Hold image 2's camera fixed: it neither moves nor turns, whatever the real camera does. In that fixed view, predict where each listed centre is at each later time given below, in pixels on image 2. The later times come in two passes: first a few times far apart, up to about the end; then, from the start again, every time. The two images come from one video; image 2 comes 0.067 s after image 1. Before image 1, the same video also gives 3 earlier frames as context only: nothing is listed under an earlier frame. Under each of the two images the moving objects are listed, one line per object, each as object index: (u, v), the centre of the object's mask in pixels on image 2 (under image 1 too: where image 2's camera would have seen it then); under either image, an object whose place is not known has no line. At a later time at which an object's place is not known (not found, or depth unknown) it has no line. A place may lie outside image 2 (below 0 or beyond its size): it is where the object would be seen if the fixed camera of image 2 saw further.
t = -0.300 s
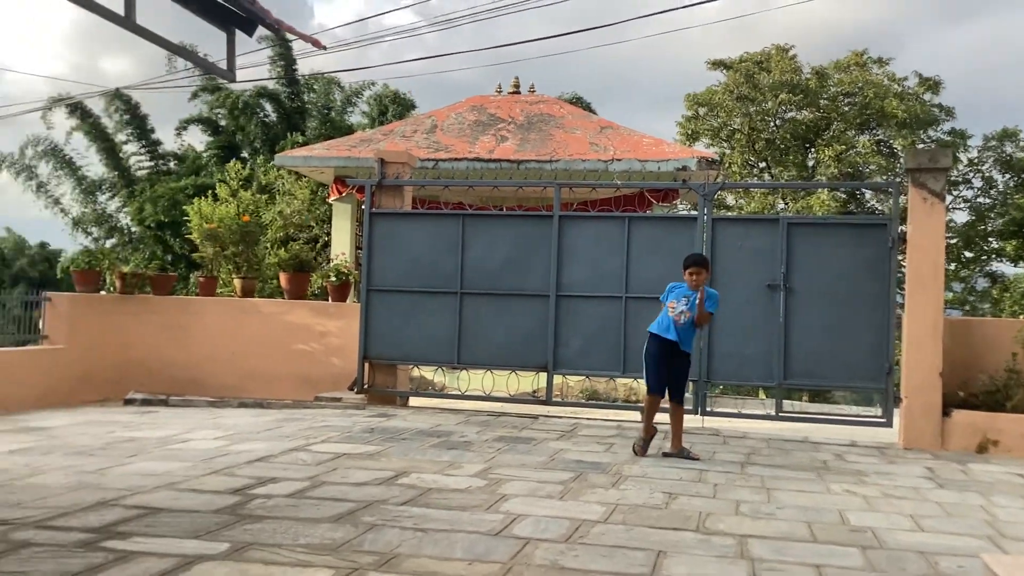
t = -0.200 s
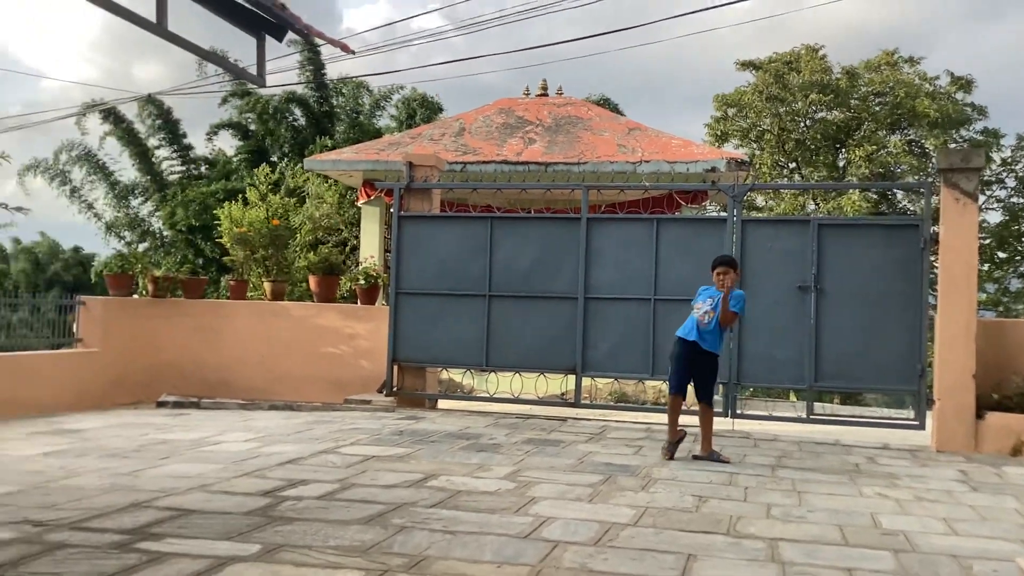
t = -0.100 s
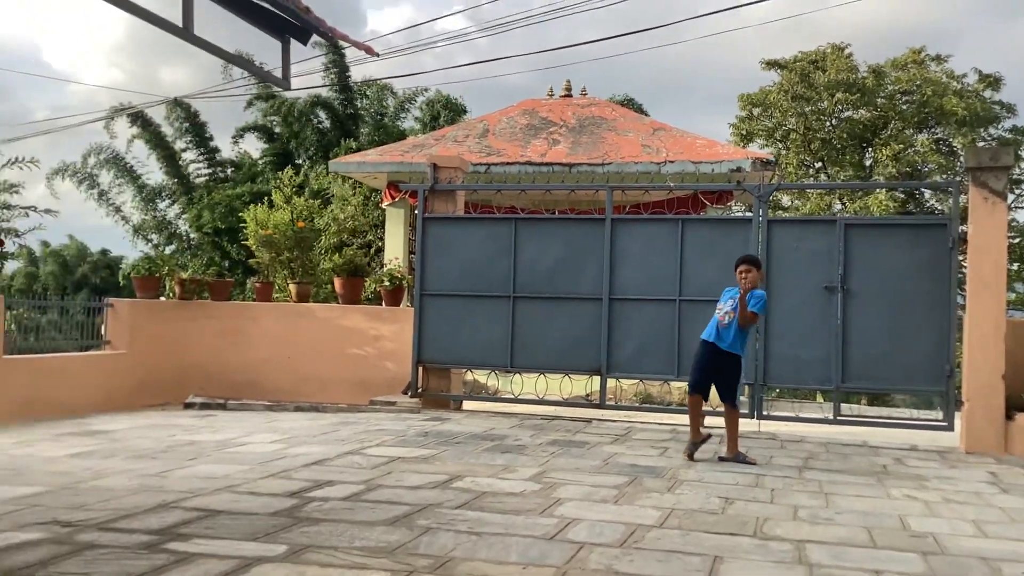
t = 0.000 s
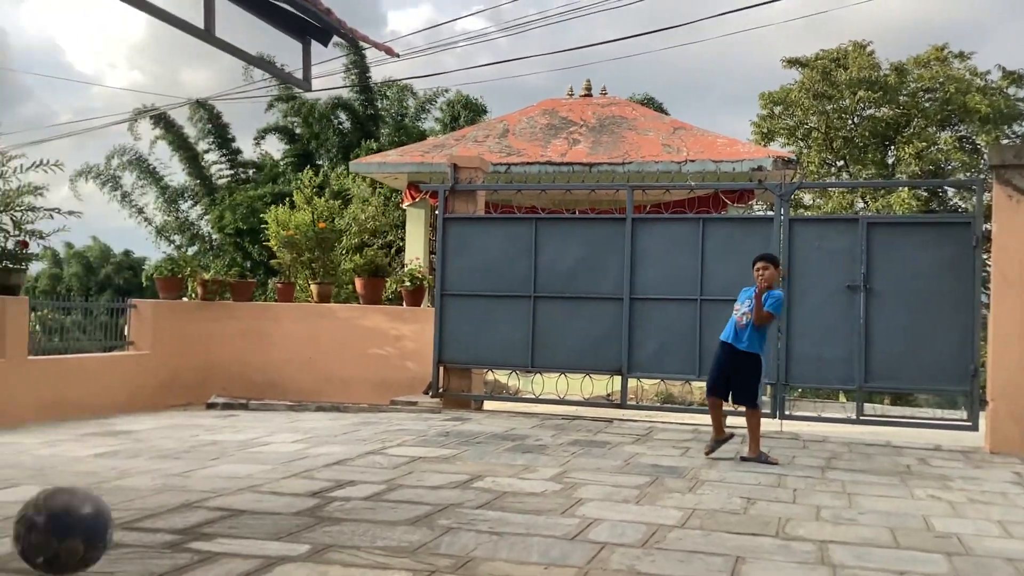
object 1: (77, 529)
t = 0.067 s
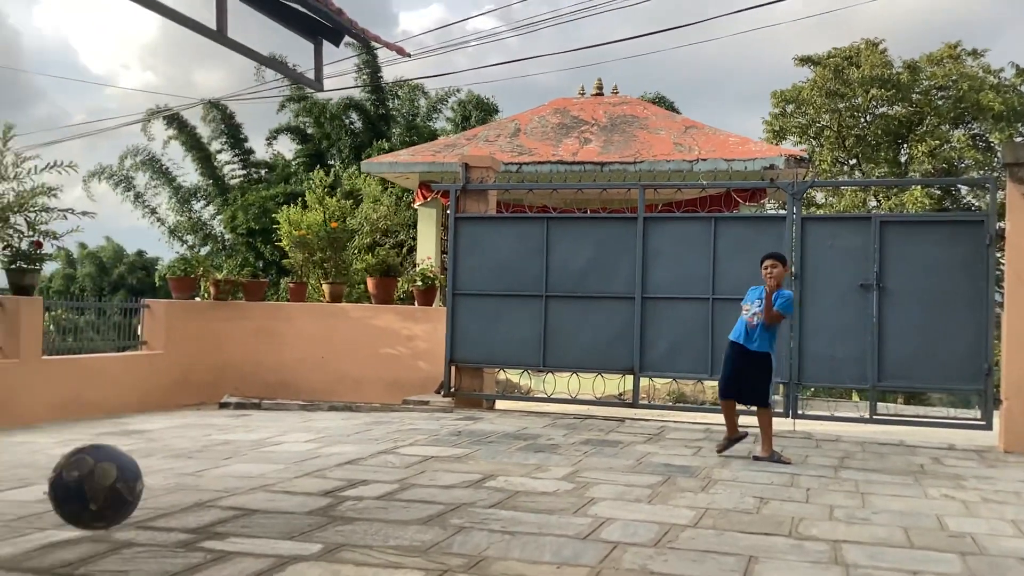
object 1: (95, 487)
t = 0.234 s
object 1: (133, 462)
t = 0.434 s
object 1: (164, 556)
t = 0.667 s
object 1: (190, 484)
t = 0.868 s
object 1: (206, 511)
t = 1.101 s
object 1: (222, 504)
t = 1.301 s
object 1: (236, 490)
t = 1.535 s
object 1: (250, 481)
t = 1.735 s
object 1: (261, 475)
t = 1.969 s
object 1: (274, 467)
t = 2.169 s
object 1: (285, 462)
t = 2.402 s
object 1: (299, 455)
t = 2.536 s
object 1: (307, 451)
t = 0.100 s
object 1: (104, 473)
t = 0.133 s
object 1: (112, 464)
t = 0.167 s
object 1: (119, 459)
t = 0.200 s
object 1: (126, 458)
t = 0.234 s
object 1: (133, 462)
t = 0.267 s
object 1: (139, 468)
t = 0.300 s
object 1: (145, 479)
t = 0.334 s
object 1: (150, 493)
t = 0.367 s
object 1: (155, 511)
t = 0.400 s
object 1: (160, 533)
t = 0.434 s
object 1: (164, 556)
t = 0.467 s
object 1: (169, 543)
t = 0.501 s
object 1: (173, 524)
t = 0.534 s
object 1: (177, 508)
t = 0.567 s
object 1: (181, 497)
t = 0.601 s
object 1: (184, 489)
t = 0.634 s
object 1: (187, 485)
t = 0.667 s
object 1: (190, 484)
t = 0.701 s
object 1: (193, 487)
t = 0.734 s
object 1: (196, 493)
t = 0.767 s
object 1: (198, 501)
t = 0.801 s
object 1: (200, 512)
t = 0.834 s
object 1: (203, 525)
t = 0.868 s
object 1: (206, 511)
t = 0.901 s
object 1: (209, 501)
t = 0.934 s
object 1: (211, 494)
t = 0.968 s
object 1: (214, 490)
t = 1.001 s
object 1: (216, 489)
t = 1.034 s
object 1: (218, 491)
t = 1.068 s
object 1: (220, 496)
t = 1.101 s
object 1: (222, 504)
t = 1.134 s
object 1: (224, 499)
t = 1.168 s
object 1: (227, 492)
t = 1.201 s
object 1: (229, 487)
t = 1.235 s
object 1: (232, 486)
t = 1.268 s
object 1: (234, 486)
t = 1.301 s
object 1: (236, 490)
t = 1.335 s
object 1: (238, 493)
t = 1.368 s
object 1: (240, 487)
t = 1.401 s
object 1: (242, 483)
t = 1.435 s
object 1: (244, 482)
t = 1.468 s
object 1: (246, 484)
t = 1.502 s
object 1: (248, 486)
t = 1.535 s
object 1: (250, 481)
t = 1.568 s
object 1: (252, 479)
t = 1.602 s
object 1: (254, 480)
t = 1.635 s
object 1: (255, 480)
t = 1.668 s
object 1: (258, 477)
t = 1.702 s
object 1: (259, 476)
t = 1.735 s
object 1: (261, 475)
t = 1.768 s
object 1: (263, 474)
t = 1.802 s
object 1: (265, 474)
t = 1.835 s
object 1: (267, 473)
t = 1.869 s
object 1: (269, 471)
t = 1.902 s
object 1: (271, 469)
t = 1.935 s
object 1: (272, 467)
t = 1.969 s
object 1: (274, 467)
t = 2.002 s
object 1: (276, 466)
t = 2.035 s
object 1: (278, 465)
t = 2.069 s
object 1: (280, 464)
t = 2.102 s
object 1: (281, 464)
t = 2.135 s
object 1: (283, 463)
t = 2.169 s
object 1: (285, 462)
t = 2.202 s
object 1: (287, 460)
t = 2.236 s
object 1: (289, 459)
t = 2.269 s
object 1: (291, 458)
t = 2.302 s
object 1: (294, 458)
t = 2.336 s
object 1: (296, 457)
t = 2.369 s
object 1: (298, 456)
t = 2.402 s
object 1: (299, 455)
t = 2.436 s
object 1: (302, 454)
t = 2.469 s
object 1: (303, 453)
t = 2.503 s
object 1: (305, 452)
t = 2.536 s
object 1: (307, 451)
